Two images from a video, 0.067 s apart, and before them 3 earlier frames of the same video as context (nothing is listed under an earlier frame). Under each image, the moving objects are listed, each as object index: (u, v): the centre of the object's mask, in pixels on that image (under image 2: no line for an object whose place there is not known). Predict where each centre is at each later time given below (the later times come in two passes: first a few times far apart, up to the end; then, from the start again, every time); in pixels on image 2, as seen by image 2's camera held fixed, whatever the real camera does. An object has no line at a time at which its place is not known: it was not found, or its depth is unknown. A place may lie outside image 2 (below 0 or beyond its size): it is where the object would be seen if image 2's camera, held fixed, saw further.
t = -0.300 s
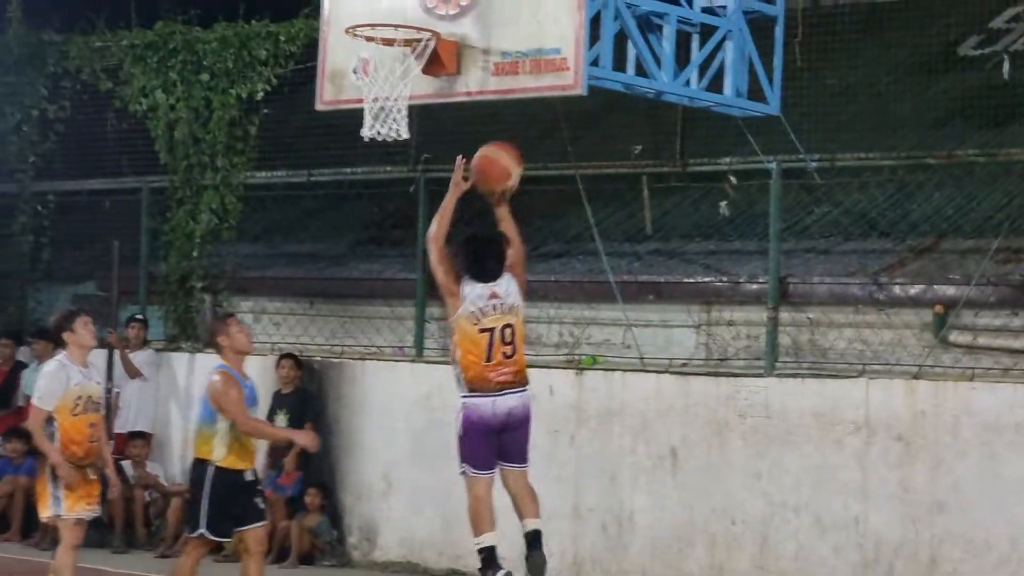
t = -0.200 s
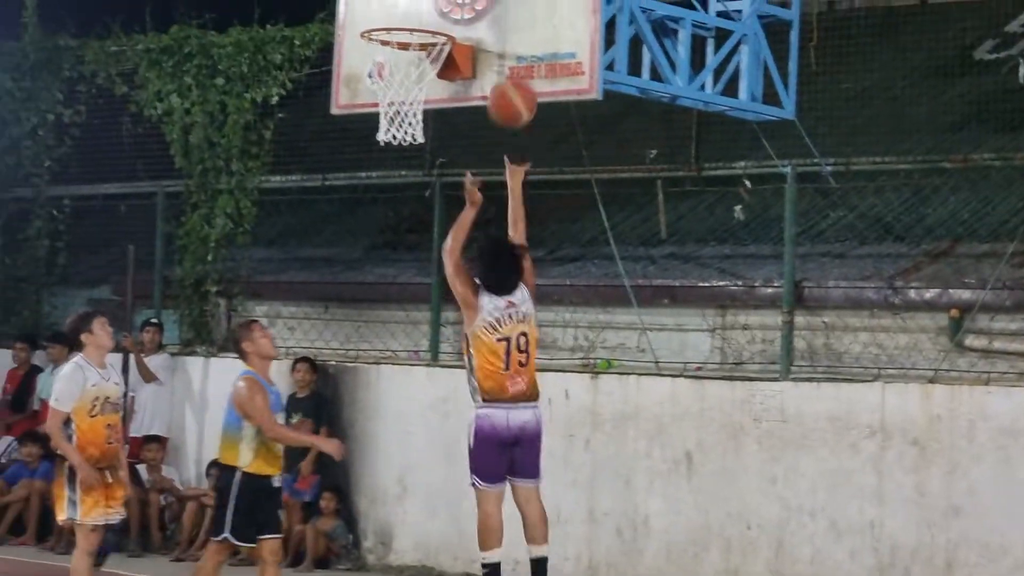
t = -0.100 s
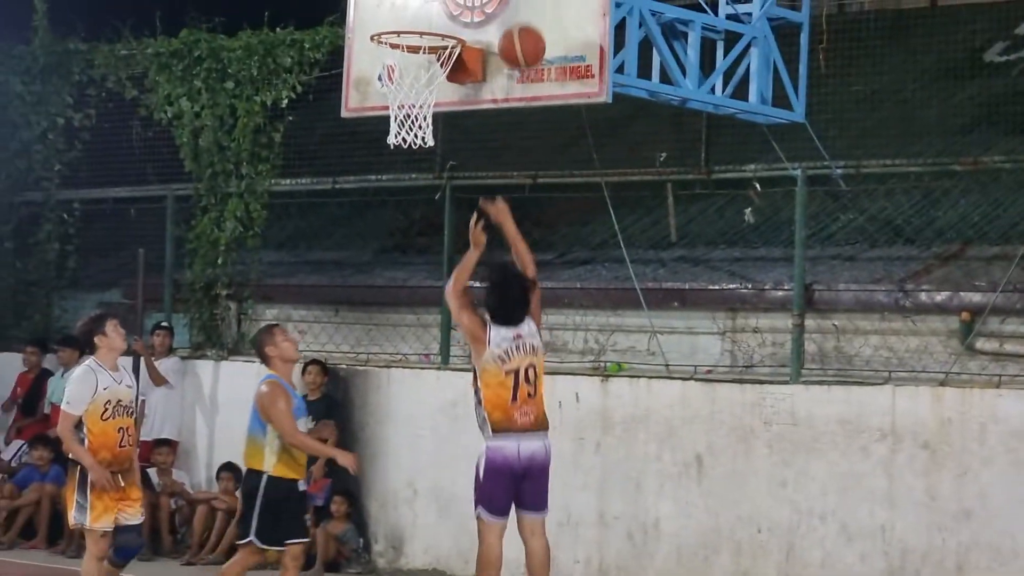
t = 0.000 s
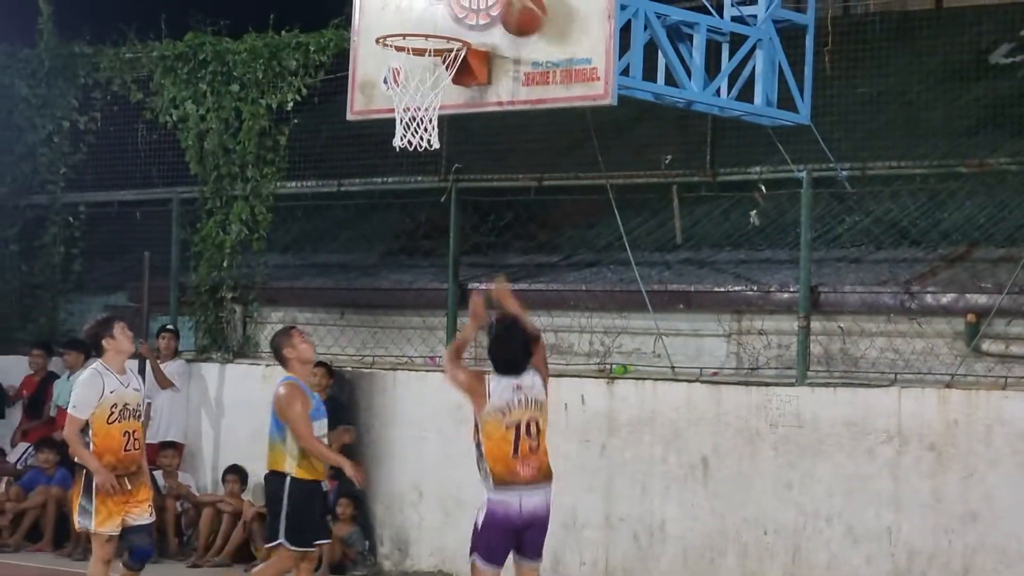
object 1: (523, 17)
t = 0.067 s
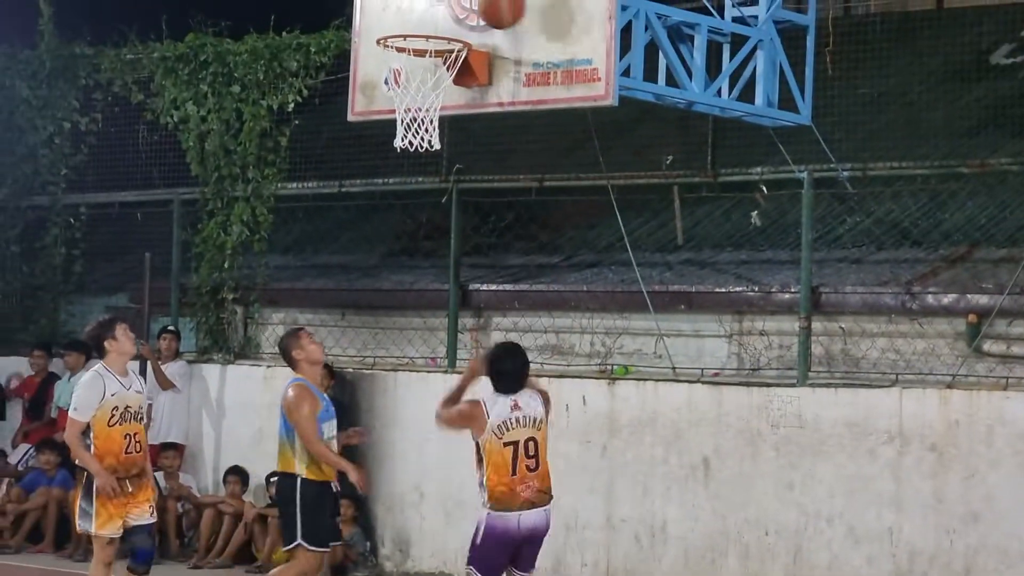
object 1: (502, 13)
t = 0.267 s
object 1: (447, 15)
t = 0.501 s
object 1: (421, 34)
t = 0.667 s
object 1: (403, 94)
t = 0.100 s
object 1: (491, 12)
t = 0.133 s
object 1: (480, 12)
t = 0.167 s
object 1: (468, 14)
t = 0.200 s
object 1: (457, 16)
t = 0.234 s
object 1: (451, 17)
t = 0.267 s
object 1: (447, 15)
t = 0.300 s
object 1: (443, 15)
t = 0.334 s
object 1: (439, 16)
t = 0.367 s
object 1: (435, 18)
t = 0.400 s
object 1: (431, 21)
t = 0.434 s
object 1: (428, 24)
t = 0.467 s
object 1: (424, 28)
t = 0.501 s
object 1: (421, 34)
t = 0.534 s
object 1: (417, 43)
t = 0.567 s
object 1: (412, 58)
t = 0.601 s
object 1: (410, 67)
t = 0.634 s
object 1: (407, 81)
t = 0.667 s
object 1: (403, 94)
